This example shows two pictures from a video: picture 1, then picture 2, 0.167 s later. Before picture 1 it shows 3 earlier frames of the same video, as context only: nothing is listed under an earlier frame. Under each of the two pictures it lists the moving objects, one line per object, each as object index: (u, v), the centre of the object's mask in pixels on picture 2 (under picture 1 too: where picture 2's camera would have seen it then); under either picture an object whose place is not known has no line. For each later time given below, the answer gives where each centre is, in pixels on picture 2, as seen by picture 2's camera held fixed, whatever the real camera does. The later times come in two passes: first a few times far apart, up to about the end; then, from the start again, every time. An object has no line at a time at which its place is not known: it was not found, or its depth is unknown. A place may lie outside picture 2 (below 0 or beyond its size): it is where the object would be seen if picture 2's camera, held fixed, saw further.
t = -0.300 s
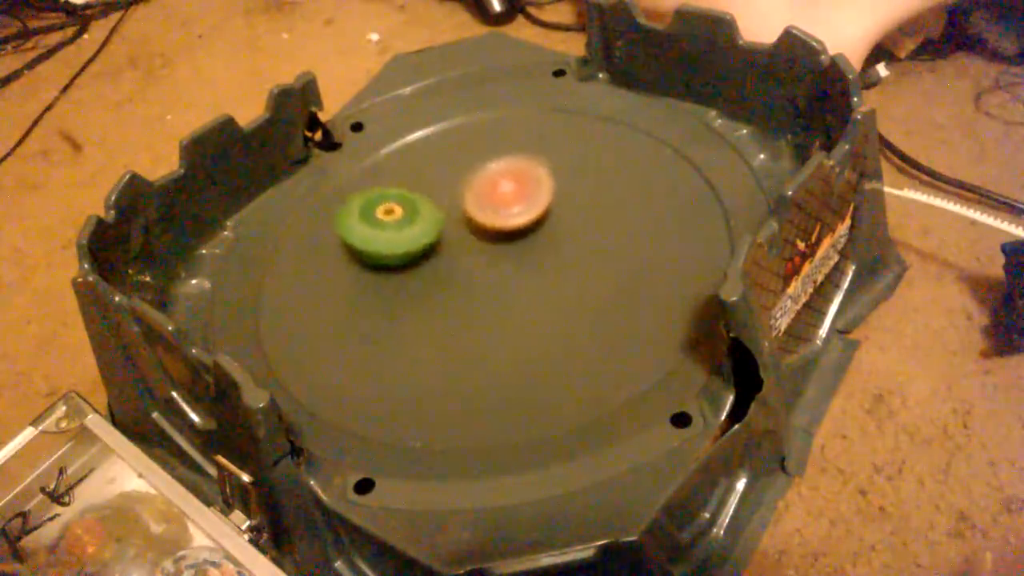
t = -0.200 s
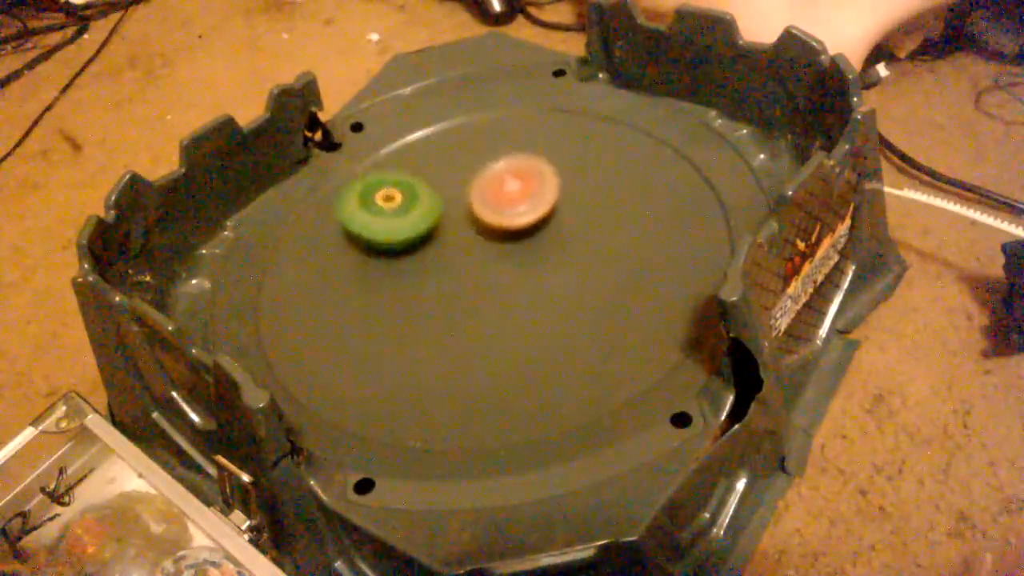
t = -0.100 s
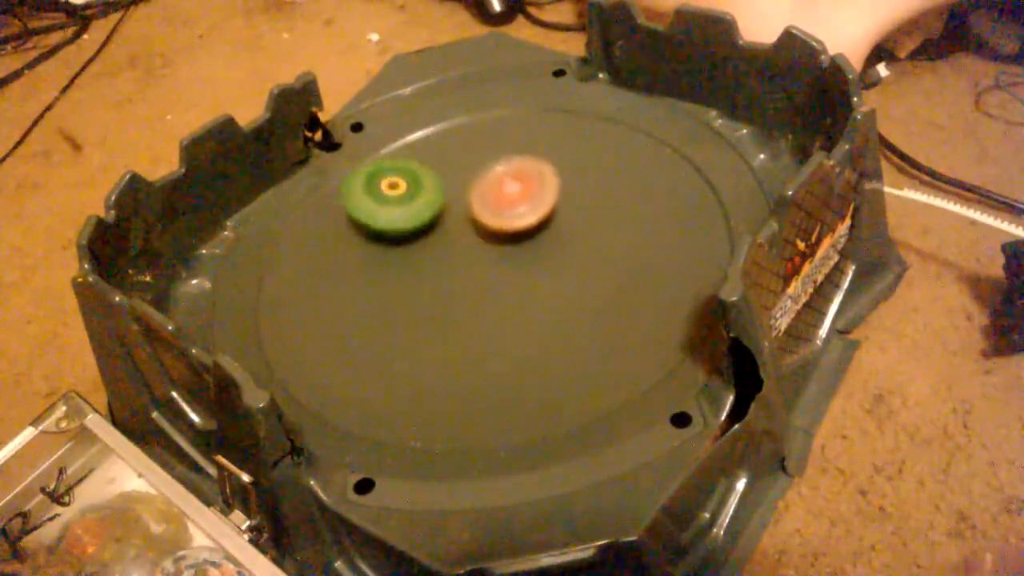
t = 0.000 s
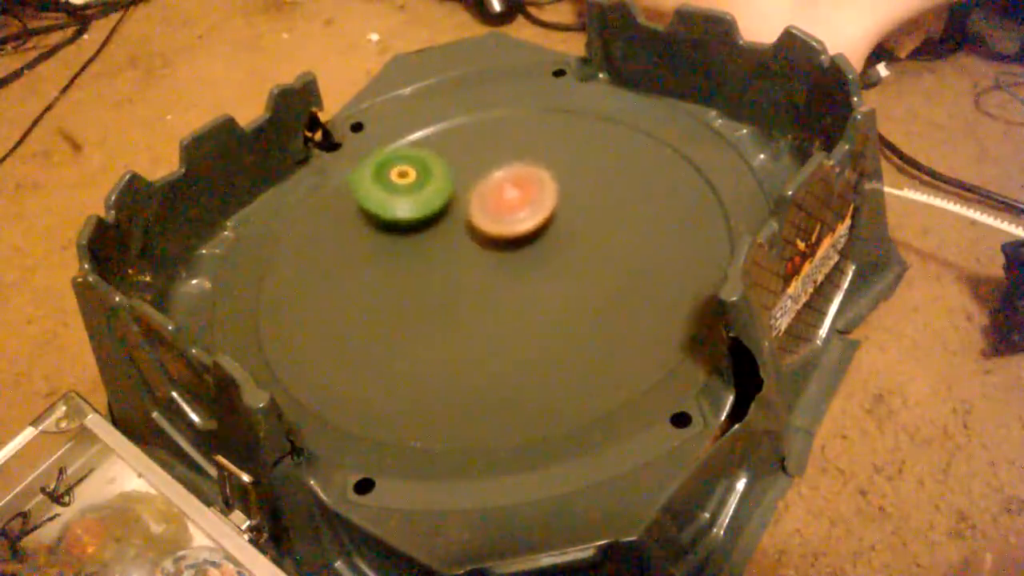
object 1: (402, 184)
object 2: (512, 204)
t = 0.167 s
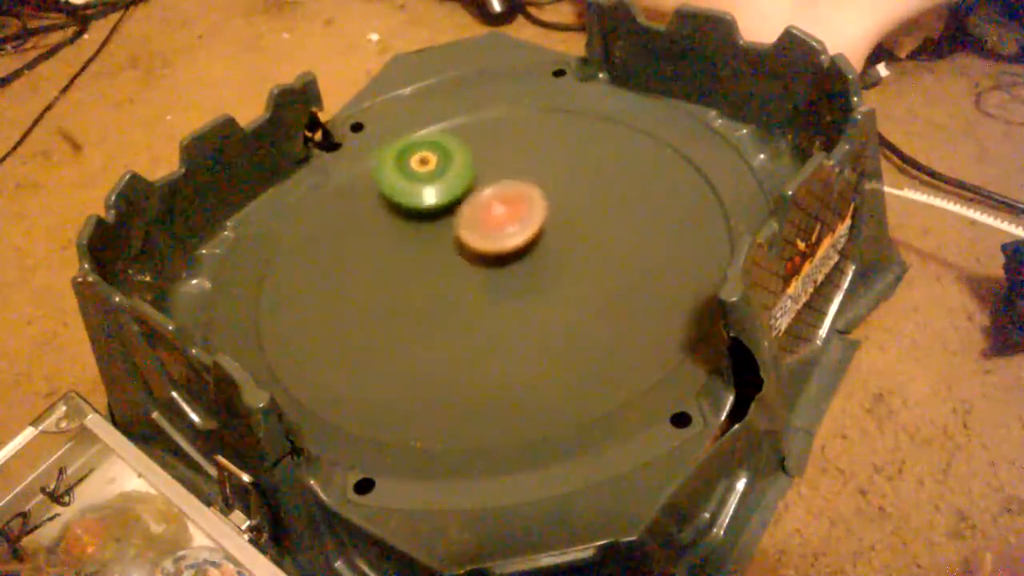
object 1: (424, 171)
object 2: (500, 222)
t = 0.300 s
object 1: (446, 164)
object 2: (486, 234)
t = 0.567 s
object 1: (493, 172)
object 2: (459, 250)
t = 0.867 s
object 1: (532, 204)
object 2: (412, 258)
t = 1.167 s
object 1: (519, 249)
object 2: (375, 235)
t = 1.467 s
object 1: (474, 269)
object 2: (402, 198)
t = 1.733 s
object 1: (430, 259)
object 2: (457, 177)
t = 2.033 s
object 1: (393, 240)
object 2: (508, 185)
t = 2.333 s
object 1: (404, 201)
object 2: (498, 243)
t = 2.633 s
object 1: (448, 180)
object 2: (450, 262)
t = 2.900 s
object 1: (496, 179)
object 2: (409, 237)
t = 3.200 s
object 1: (521, 208)
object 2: (427, 189)
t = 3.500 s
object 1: (495, 253)
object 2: (470, 179)
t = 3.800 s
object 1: (463, 272)
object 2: (496, 184)
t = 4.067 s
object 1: (389, 261)
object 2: (542, 171)
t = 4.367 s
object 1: (423, 229)
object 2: (525, 198)
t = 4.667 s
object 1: (378, 244)
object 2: (587, 207)
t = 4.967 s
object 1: (410, 261)
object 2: (517, 223)
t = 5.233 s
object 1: (407, 270)
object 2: (505, 185)
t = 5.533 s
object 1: (435, 245)
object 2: (510, 185)
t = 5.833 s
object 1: (421, 241)
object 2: (514, 198)
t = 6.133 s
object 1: (390, 230)
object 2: (544, 212)
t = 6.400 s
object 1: (389, 215)
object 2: (513, 248)
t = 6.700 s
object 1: (405, 214)
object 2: (514, 230)
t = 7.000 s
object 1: (408, 228)
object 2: (522, 224)
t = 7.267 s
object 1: (396, 231)
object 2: (509, 220)
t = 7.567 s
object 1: (397, 223)
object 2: (523, 204)
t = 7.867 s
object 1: (405, 225)
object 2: (541, 232)
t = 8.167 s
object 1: (409, 225)
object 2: (505, 246)
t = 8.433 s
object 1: (421, 222)
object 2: (528, 253)
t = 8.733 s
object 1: (463, 210)
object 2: (521, 288)
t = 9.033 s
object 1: (447, 223)
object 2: (525, 256)
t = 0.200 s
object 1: (430, 169)
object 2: (497, 225)
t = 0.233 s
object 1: (434, 167)
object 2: (493, 228)
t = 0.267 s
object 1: (439, 166)
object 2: (489, 232)
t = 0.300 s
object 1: (446, 164)
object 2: (486, 234)
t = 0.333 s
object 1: (453, 164)
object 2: (482, 237)
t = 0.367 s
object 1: (459, 163)
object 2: (478, 239)
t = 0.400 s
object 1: (464, 162)
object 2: (474, 241)
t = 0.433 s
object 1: (470, 163)
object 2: (471, 243)
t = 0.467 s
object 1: (476, 165)
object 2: (467, 246)
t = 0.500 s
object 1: (482, 166)
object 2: (465, 247)
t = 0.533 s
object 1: (487, 170)
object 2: (462, 249)
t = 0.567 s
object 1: (493, 172)
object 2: (459, 250)
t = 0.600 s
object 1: (498, 175)
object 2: (456, 252)
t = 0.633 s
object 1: (502, 178)
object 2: (453, 253)
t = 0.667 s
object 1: (507, 181)
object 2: (451, 254)
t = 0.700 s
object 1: (512, 185)
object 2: (446, 255)
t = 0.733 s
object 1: (516, 189)
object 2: (442, 256)
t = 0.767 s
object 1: (519, 193)
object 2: (439, 256)
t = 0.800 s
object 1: (520, 198)
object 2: (436, 255)
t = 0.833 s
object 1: (526, 201)
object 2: (426, 256)
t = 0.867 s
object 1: (532, 204)
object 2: (412, 258)
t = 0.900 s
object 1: (534, 208)
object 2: (403, 257)
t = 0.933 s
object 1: (536, 213)
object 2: (396, 256)
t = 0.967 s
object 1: (536, 218)
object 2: (390, 254)
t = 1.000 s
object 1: (535, 224)
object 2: (385, 252)
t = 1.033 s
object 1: (533, 229)
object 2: (382, 249)
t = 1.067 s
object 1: (531, 234)
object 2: (379, 246)
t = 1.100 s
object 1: (528, 240)
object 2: (377, 243)
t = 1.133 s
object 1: (524, 245)
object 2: (376, 239)
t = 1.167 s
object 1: (519, 249)
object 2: (375, 235)
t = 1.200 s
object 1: (514, 254)
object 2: (375, 231)
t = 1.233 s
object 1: (508, 258)
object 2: (376, 226)
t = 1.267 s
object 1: (504, 260)
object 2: (377, 222)
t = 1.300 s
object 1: (499, 262)
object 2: (380, 218)
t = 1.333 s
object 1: (495, 264)
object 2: (384, 213)
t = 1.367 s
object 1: (490, 266)
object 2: (387, 209)
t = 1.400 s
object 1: (485, 268)
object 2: (391, 205)
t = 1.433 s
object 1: (479, 268)
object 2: (396, 201)
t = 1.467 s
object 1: (474, 269)
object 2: (402, 198)
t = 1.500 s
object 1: (467, 269)
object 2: (407, 195)
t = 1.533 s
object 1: (462, 268)
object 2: (415, 193)
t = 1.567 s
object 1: (456, 266)
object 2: (421, 190)
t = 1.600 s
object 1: (451, 265)
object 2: (428, 189)
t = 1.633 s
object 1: (445, 262)
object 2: (434, 187)
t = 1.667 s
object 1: (441, 259)
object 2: (441, 185)
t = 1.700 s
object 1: (436, 257)
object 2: (448, 182)
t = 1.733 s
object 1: (430, 259)
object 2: (457, 177)
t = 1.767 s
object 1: (422, 261)
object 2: (467, 171)
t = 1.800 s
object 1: (415, 260)
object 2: (475, 168)
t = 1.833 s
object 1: (410, 259)
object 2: (482, 167)
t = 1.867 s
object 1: (405, 256)
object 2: (488, 167)
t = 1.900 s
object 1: (401, 253)
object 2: (494, 169)
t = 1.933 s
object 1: (398, 251)
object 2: (498, 172)
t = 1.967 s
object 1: (396, 247)
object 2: (502, 176)
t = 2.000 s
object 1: (394, 243)
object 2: (505, 180)
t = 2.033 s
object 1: (393, 240)
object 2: (508, 185)
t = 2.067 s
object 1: (393, 234)
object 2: (510, 191)
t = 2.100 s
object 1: (393, 231)
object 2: (511, 196)
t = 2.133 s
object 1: (393, 226)
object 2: (512, 202)
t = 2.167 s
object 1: (393, 222)
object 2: (512, 209)
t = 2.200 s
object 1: (395, 218)
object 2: (510, 216)
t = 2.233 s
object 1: (396, 213)
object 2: (509, 223)
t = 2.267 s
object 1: (399, 210)
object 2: (506, 229)
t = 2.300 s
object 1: (400, 206)
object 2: (502, 235)
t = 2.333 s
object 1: (404, 201)
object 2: (498, 243)
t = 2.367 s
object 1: (407, 198)
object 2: (492, 249)
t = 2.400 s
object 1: (411, 195)
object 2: (486, 253)
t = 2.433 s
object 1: (416, 193)
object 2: (481, 257)
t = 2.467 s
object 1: (421, 190)
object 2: (476, 260)
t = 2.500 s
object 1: (426, 187)
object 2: (471, 261)
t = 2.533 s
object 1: (431, 185)
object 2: (466, 263)
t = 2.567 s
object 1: (436, 183)
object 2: (461, 263)
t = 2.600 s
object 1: (442, 182)
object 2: (455, 263)
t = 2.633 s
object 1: (448, 180)
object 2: (450, 262)
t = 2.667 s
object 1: (453, 180)
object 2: (446, 260)
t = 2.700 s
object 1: (458, 180)
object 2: (441, 257)
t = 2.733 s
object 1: (464, 180)
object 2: (435, 254)
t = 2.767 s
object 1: (473, 178)
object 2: (427, 253)
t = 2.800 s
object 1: (480, 176)
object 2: (420, 251)
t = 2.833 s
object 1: (486, 175)
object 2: (414, 247)
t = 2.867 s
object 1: (491, 177)
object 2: (411, 242)
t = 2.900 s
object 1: (496, 179)
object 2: (409, 237)
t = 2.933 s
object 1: (499, 179)
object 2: (408, 231)
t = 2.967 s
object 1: (502, 182)
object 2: (408, 225)
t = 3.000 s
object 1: (506, 185)
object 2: (409, 219)
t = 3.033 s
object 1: (508, 188)
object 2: (411, 214)
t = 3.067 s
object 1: (512, 192)
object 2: (412, 208)
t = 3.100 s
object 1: (516, 196)
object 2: (414, 203)
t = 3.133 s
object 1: (519, 200)
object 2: (418, 197)
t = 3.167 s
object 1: (519, 204)
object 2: (422, 193)
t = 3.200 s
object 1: (521, 208)
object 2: (427, 189)
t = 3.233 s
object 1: (520, 214)
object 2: (432, 186)
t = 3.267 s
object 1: (519, 219)
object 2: (437, 183)
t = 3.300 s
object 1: (517, 222)
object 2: (442, 181)
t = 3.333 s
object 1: (515, 228)
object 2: (447, 181)
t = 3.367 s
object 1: (512, 232)
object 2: (452, 179)
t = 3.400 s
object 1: (508, 237)
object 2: (457, 179)
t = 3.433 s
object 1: (505, 243)
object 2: (461, 178)
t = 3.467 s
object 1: (500, 249)
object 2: (466, 178)
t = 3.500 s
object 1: (495, 253)
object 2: (470, 179)
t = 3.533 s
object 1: (489, 255)
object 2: (475, 181)
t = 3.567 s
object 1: (485, 257)
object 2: (478, 183)
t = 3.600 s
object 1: (480, 259)
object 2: (482, 185)
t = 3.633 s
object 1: (476, 264)
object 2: (487, 183)
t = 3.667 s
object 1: (473, 271)
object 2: (490, 179)
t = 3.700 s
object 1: (472, 274)
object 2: (493, 178)
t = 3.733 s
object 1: (470, 275)
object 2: (495, 178)
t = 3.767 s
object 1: (468, 275)
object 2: (496, 181)
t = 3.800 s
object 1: (463, 272)
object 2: (496, 184)
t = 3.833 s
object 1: (461, 269)
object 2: (496, 188)
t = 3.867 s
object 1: (457, 266)
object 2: (494, 191)
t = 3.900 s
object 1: (454, 263)
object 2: (494, 193)
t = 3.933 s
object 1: (440, 266)
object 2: (506, 189)
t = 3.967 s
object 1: (420, 266)
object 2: (520, 180)
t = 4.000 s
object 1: (406, 265)
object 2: (532, 173)
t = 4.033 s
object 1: (395, 264)
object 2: (539, 171)
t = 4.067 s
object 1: (389, 261)
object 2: (542, 171)
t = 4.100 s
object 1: (387, 257)
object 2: (542, 171)
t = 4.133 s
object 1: (387, 252)
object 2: (542, 173)
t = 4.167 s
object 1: (390, 248)
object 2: (541, 175)
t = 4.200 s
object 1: (396, 243)
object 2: (539, 178)
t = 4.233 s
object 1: (400, 239)
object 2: (538, 181)
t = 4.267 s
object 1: (406, 236)
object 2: (535, 185)
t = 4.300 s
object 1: (412, 233)
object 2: (532, 189)
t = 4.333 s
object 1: (418, 231)
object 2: (528, 194)
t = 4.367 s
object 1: (423, 229)
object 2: (525, 198)
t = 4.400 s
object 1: (409, 230)
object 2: (542, 196)
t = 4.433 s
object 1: (391, 233)
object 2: (565, 192)
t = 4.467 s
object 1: (377, 235)
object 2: (582, 192)
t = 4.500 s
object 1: (369, 236)
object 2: (592, 194)
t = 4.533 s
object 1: (366, 237)
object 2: (596, 195)
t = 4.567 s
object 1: (367, 238)
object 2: (597, 198)
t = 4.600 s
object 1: (370, 239)
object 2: (595, 201)
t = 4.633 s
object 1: (373, 242)
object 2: (590, 205)
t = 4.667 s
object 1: (378, 244)
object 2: (587, 207)
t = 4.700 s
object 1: (382, 247)
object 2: (580, 211)
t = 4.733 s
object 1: (386, 248)
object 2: (575, 214)
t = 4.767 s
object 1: (390, 251)
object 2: (569, 217)
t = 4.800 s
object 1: (393, 252)
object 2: (562, 220)
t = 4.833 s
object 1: (397, 254)
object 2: (554, 221)
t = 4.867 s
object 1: (401, 256)
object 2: (546, 223)
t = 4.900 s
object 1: (403, 257)
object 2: (537, 222)
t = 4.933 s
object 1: (406, 260)
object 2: (527, 223)
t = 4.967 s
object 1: (410, 261)
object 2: (517, 223)
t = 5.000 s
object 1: (413, 263)
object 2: (507, 221)
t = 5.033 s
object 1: (413, 264)
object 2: (503, 216)
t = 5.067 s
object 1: (408, 267)
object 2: (504, 209)
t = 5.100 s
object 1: (407, 268)
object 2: (504, 203)
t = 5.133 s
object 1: (407, 269)
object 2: (506, 197)
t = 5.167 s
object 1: (406, 270)
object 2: (505, 193)
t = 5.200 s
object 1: (405, 271)
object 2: (505, 188)
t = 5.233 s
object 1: (407, 270)
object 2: (505, 185)
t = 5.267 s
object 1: (407, 269)
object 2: (505, 183)
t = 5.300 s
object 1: (410, 267)
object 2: (505, 181)
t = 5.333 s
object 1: (413, 264)
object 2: (506, 180)
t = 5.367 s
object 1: (416, 261)
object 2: (506, 179)
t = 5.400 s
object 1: (419, 259)
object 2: (506, 179)
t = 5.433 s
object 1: (424, 255)
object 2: (507, 180)
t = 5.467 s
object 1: (428, 252)
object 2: (508, 181)
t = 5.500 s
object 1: (431, 248)
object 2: (509, 183)
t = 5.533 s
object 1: (435, 245)
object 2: (510, 185)
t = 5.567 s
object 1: (434, 244)
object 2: (511, 185)
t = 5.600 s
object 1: (431, 244)
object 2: (517, 186)
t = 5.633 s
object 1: (428, 244)
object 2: (518, 186)
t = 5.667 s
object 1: (427, 244)
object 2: (517, 190)
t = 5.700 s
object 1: (427, 243)
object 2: (514, 193)
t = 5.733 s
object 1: (426, 243)
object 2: (513, 195)
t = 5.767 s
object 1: (424, 243)
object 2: (513, 196)
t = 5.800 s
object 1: (421, 242)
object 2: (514, 198)
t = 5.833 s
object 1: (421, 241)
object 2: (514, 198)
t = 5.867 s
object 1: (415, 241)
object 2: (519, 199)
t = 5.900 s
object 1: (400, 241)
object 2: (534, 195)
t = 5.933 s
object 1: (393, 241)
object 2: (542, 195)
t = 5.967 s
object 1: (389, 240)
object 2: (547, 195)
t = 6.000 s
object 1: (388, 237)
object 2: (550, 198)
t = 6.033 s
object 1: (388, 236)
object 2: (549, 202)
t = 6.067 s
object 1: (388, 234)
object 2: (549, 205)
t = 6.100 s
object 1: (388, 233)
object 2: (547, 209)
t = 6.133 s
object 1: (390, 230)
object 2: (544, 212)
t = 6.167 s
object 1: (392, 229)
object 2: (541, 217)
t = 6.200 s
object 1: (394, 226)
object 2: (535, 222)
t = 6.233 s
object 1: (398, 225)
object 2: (529, 227)
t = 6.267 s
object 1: (399, 224)
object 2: (521, 229)
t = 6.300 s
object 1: (403, 224)
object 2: (511, 233)
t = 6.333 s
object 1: (403, 222)
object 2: (509, 237)
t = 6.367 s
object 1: (394, 218)
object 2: (511, 241)
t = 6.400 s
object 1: (389, 215)
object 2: (513, 248)
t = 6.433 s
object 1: (389, 212)
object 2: (514, 248)
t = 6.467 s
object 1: (390, 211)
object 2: (513, 249)
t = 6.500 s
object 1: (392, 210)
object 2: (512, 246)
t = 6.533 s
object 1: (393, 210)
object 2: (513, 243)
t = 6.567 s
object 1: (398, 209)
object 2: (512, 241)
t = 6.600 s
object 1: (400, 210)
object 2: (512, 237)
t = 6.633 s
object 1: (402, 211)
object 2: (512, 236)
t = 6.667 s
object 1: (404, 213)
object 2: (512, 232)
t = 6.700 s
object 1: (405, 214)
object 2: (514, 230)
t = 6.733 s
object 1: (407, 215)
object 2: (515, 229)
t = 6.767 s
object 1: (407, 218)
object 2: (517, 227)
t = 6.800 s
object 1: (409, 220)
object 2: (517, 226)
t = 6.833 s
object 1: (409, 222)
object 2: (519, 224)
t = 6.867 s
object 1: (409, 224)
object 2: (522, 224)
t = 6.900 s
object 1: (409, 225)
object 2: (522, 225)
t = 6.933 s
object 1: (409, 226)
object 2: (523, 224)
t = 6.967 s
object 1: (408, 227)
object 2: (523, 224)
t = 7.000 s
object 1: (408, 228)
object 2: (522, 224)
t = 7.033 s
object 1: (407, 230)
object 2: (522, 224)
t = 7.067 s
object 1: (406, 230)
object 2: (519, 225)
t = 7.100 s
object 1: (405, 231)
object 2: (518, 225)
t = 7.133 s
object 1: (402, 232)
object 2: (515, 225)
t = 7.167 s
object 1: (401, 232)
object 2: (513, 224)
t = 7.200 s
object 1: (399, 232)
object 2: (511, 224)
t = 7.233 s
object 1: (396, 231)
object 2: (509, 222)
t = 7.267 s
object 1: (396, 231)
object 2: (509, 220)
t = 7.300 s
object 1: (394, 230)
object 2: (507, 219)
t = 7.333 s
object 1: (394, 229)
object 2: (506, 217)
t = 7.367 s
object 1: (396, 228)
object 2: (506, 215)
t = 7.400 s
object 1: (397, 226)
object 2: (505, 213)
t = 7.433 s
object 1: (400, 224)
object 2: (506, 211)
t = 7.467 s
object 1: (401, 224)
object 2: (505, 210)
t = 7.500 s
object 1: (404, 223)
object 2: (505, 208)
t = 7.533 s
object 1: (405, 223)
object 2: (510, 207)
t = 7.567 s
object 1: (397, 223)
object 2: (523, 204)
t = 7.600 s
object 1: (395, 223)
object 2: (533, 204)
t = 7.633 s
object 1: (396, 223)
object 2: (540, 205)
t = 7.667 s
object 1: (395, 223)
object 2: (545, 206)
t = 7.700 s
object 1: (396, 223)
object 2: (549, 210)
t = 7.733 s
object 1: (397, 224)
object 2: (549, 213)
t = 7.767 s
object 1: (398, 224)
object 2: (550, 217)
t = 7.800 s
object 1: (400, 224)
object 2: (549, 222)
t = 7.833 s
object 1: (403, 225)
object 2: (545, 227)
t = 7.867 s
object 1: (405, 225)
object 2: (541, 232)
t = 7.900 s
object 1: (407, 227)
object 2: (534, 237)
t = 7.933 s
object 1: (409, 227)
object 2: (527, 240)
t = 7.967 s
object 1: (411, 229)
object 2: (518, 244)
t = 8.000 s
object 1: (412, 230)
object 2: (509, 247)
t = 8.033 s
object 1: (411, 232)
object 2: (505, 249)
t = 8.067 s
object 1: (409, 229)
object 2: (505, 248)
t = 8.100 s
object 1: (408, 227)
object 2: (505, 247)
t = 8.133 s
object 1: (407, 226)
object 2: (506, 247)
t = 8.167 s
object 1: (409, 225)
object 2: (505, 246)
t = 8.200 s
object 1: (413, 223)
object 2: (505, 244)
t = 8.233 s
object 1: (414, 225)
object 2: (506, 243)
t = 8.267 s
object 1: (415, 227)
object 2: (505, 242)
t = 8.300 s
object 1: (416, 230)
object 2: (506, 239)
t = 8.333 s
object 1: (417, 230)
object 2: (509, 240)
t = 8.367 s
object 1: (418, 229)
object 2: (514, 244)
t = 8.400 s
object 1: (420, 224)
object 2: (521, 248)
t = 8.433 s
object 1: (421, 222)
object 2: (528, 253)
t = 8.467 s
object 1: (425, 220)
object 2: (531, 257)
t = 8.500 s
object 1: (429, 219)
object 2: (533, 260)
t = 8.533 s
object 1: (435, 220)
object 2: (535, 264)
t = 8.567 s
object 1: (442, 220)
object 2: (532, 267)
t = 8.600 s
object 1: (450, 220)
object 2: (529, 269)
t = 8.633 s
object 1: (457, 221)
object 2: (526, 271)
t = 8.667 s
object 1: (459, 217)
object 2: (525, 281)
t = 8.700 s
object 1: (461, 213)
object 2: (523, 282)
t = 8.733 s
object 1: (463, 210)
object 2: (521, 288)
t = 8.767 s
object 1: (463, 210)
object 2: (518, 287)
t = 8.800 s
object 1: (462, 209)
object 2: (515, 286)
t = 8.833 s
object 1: (462, 210)
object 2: (513, 283)
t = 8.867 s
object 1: (461, 211)
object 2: (514, 281)
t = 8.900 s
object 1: (460, 213)
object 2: (518, 276)
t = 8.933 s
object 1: (457, 216)
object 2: (521, 271)
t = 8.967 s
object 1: (454, 218)
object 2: (523, 267)
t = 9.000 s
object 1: (451, 221)
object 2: (524, 260)
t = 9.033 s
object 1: (447, 223)
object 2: (525, 256)
